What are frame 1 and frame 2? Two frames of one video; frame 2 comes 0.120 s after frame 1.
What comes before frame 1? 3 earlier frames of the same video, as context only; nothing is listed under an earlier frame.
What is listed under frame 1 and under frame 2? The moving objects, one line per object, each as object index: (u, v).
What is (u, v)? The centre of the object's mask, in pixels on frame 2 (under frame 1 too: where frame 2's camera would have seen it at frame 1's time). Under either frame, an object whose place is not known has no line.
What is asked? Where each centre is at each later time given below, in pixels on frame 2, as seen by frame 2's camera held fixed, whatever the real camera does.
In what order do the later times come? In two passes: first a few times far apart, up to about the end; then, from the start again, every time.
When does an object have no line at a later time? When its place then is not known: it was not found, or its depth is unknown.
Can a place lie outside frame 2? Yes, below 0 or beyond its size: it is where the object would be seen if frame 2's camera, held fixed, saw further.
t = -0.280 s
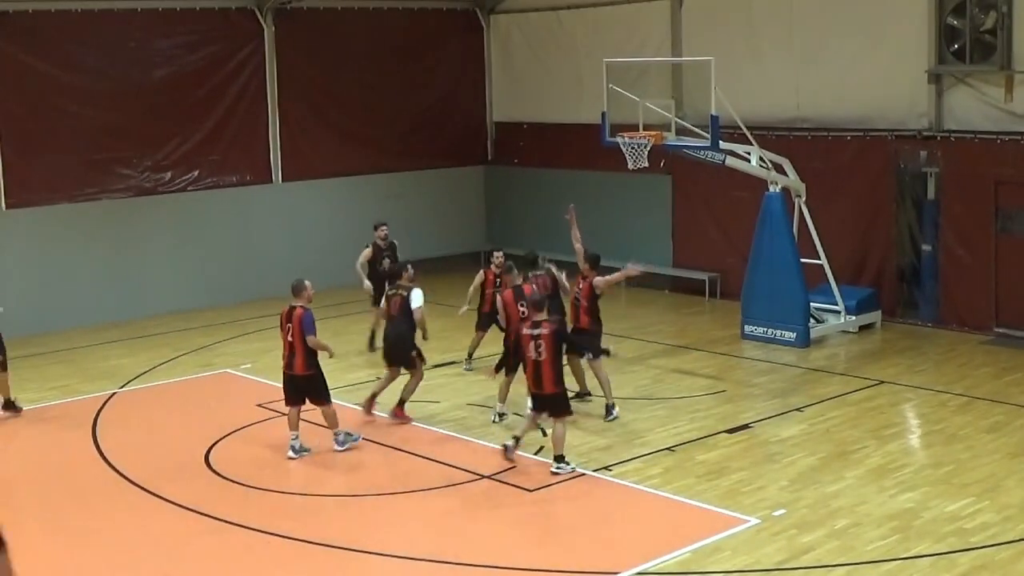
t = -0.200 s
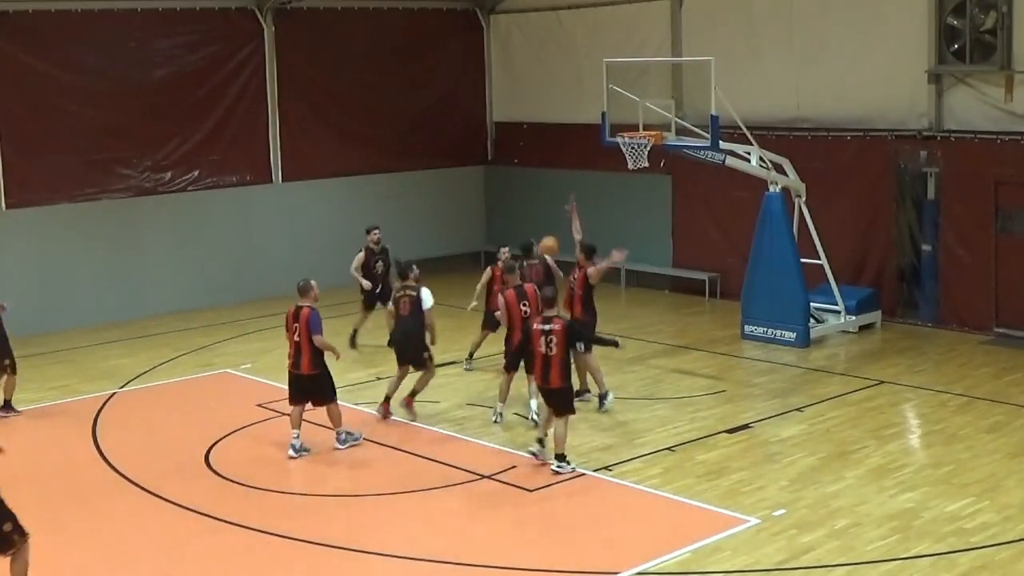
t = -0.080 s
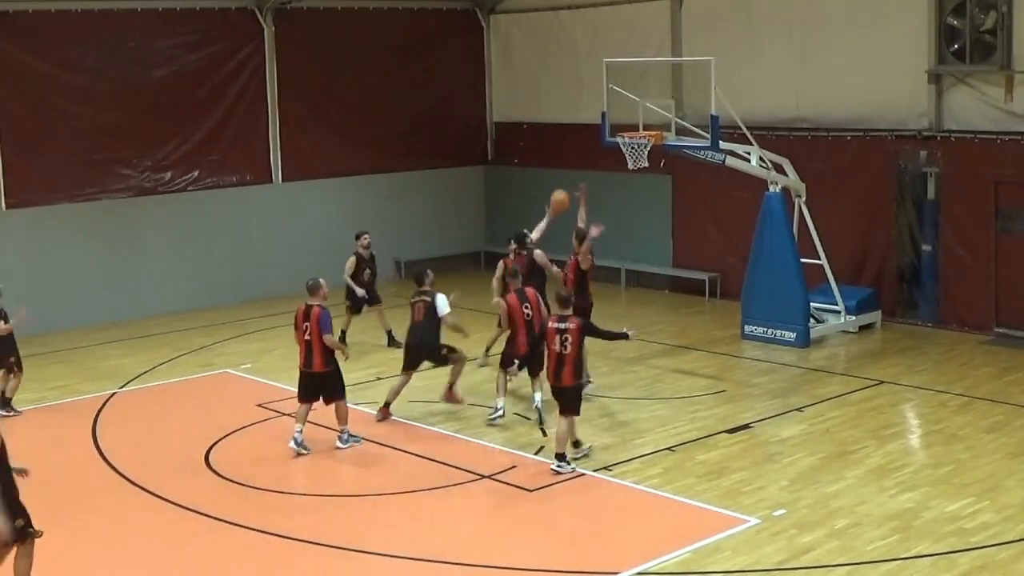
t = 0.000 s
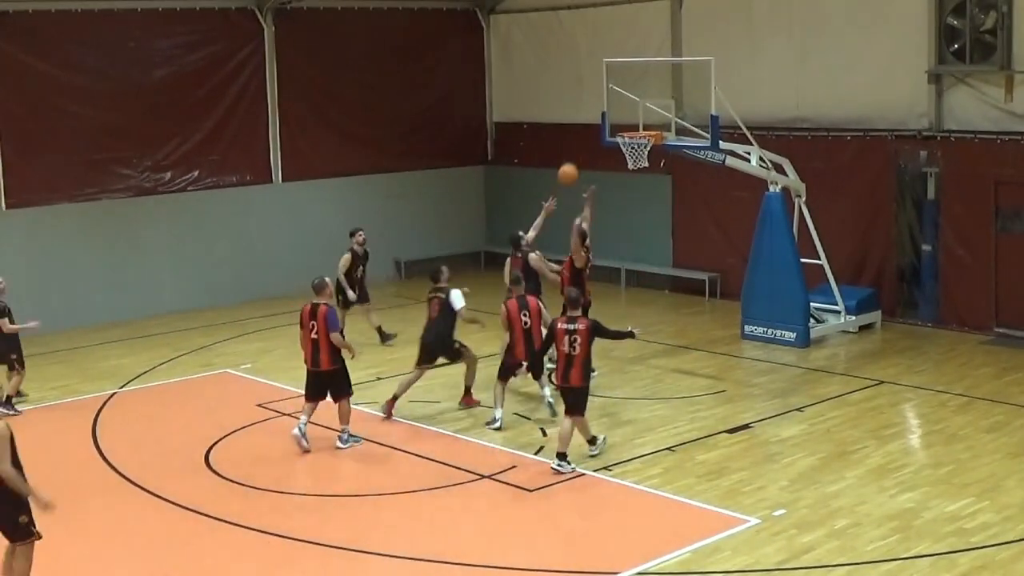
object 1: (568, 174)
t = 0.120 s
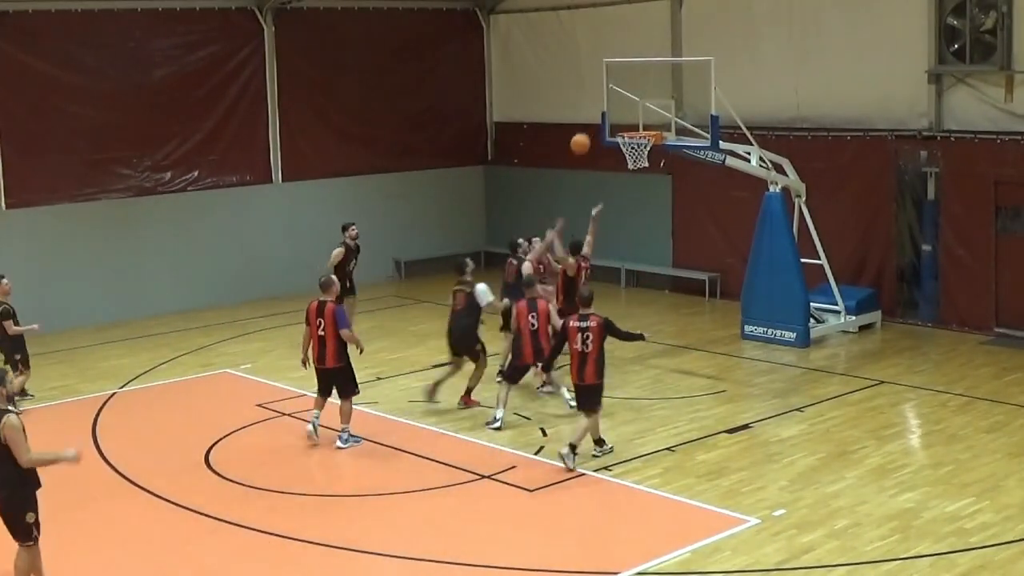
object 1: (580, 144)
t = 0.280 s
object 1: (597, 121)
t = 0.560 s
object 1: (624, 122)
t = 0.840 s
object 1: (636, 122)
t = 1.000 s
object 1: (633, 124)
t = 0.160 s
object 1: (584, 136)
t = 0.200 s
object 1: (588, 130)
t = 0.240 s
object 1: (592, 125)
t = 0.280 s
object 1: (597, 121)
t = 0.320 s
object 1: (601, 118)
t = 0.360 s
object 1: (606, 117)
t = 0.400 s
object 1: (609, 117)
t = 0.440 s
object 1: (614, 118)
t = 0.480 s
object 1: (618, 121)
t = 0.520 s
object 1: (622, 123)
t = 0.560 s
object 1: (624, 122)
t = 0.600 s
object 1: (629, 121)
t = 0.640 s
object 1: (631, 120)
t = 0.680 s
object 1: (634, 121)
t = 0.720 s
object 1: (637, 122)
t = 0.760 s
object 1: (638, 122)
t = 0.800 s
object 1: (638, 122)
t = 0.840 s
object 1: (636, 122)
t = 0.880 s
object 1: (635, 123)
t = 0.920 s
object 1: (635, 123)
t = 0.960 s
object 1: (634, 123)
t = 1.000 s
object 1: (633, 124)
